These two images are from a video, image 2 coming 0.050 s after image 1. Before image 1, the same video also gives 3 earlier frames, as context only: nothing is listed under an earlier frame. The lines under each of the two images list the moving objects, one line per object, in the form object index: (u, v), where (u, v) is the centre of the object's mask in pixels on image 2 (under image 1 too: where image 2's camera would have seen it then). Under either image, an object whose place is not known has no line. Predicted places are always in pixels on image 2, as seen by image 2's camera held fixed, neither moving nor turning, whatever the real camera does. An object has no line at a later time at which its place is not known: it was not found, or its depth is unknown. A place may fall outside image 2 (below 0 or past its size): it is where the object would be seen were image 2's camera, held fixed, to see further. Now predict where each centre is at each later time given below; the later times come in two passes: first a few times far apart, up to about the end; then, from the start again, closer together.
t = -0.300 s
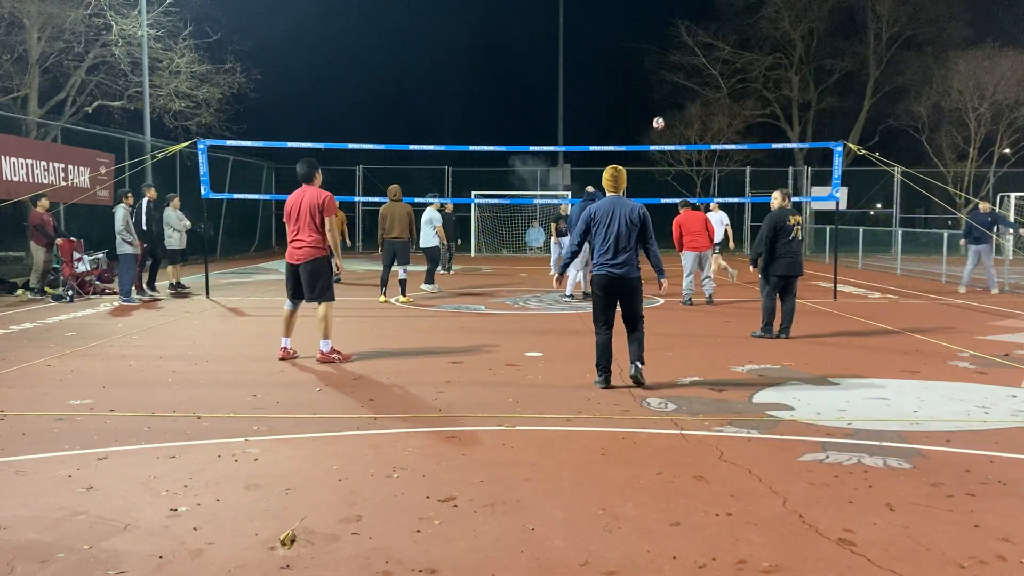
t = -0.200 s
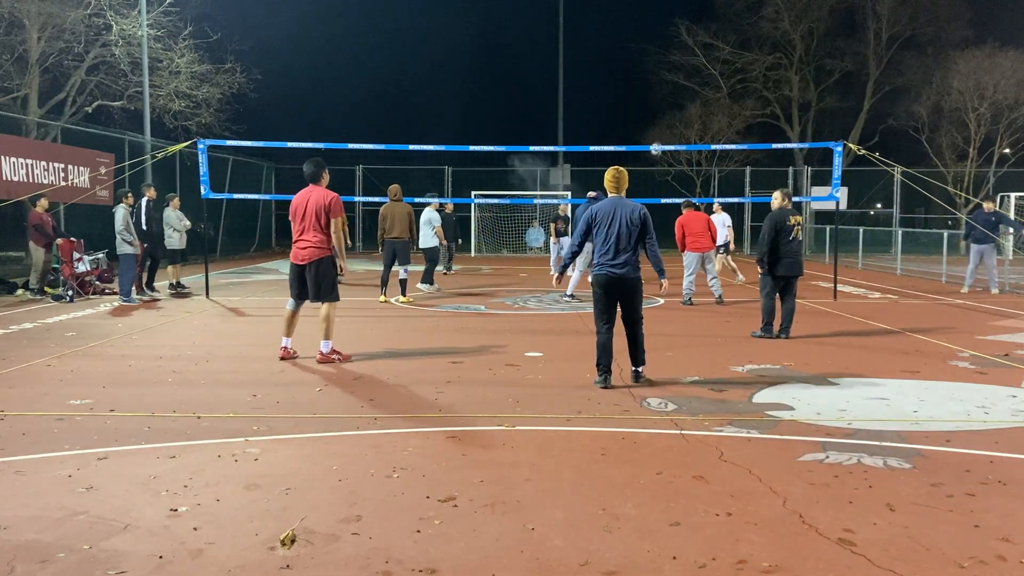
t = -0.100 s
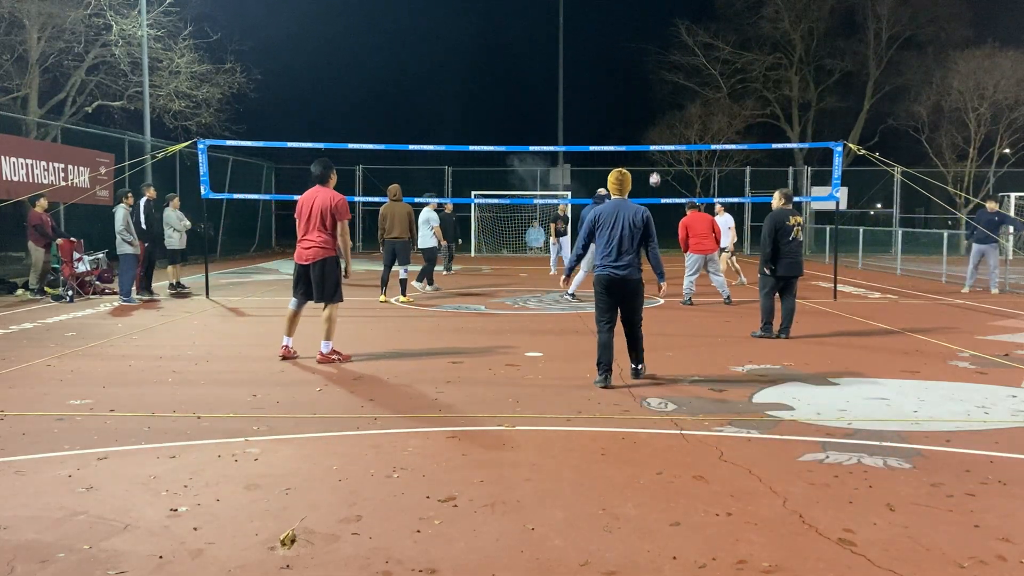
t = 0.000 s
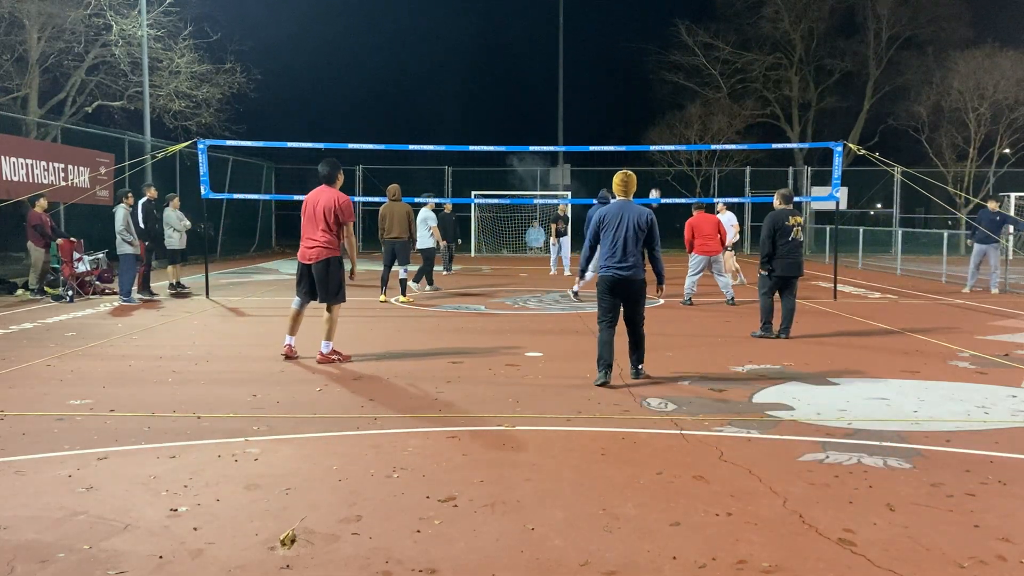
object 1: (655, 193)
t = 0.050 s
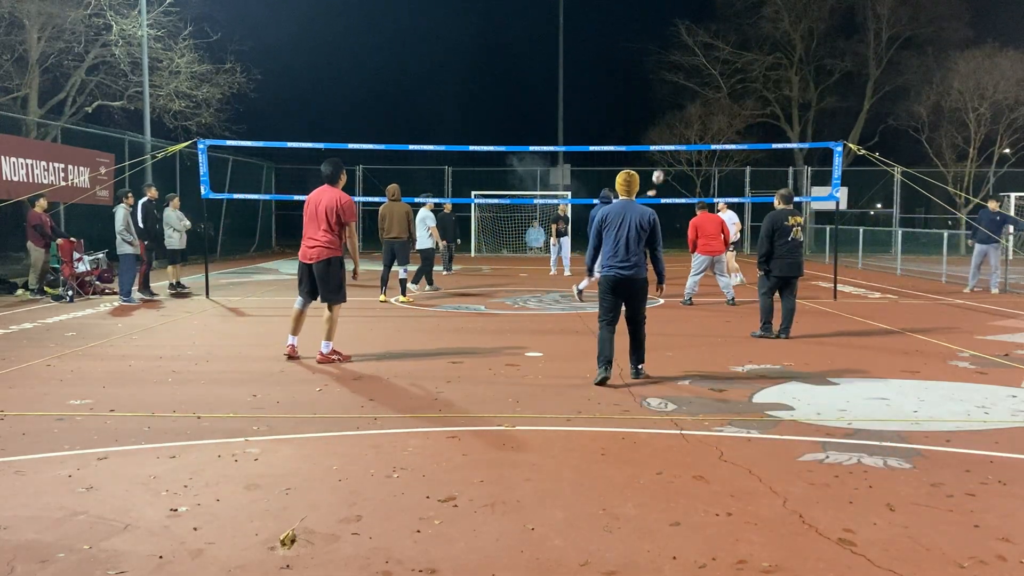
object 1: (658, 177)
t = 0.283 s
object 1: (674, 97)
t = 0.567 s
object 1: (695, 24)
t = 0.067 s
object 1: (660, 170)
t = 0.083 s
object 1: (660, 165)
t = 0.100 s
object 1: (662, 159)
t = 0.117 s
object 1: (662, 155)
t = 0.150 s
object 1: (665, 139)
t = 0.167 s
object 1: (666, 135)
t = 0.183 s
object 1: (667, 129)
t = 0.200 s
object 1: (668, 123)
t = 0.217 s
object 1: (669, 117)
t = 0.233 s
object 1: (670, 112)
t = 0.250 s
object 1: (672, 107)
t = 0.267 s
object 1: (673, 101)
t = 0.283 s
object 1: (674, 97)
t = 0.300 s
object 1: (675, 91)
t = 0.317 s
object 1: (677, 86)
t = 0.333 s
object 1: (678, 81)
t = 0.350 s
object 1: (679, 77)
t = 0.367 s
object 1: (680, 72)
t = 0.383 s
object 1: (681, 67)
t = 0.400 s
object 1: (683, 63)
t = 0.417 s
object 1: (684, 58)
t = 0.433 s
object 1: (685, 54)
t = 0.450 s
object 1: (686, 49)
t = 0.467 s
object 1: (688, 46)
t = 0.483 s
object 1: (689, 42)
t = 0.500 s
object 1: (690, 38)
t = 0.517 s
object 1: (691, 35)
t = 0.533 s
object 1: (693, 32)
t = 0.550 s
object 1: (694, 28)
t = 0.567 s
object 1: (695, 24)
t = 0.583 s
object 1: (696, 22)
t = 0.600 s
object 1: (698, 18)
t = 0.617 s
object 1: (699, 16)
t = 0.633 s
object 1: (700, 13)
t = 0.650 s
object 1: (702, 11)
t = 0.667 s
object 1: (703, 8)
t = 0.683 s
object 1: (705, 7)
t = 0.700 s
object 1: (706, 6)
